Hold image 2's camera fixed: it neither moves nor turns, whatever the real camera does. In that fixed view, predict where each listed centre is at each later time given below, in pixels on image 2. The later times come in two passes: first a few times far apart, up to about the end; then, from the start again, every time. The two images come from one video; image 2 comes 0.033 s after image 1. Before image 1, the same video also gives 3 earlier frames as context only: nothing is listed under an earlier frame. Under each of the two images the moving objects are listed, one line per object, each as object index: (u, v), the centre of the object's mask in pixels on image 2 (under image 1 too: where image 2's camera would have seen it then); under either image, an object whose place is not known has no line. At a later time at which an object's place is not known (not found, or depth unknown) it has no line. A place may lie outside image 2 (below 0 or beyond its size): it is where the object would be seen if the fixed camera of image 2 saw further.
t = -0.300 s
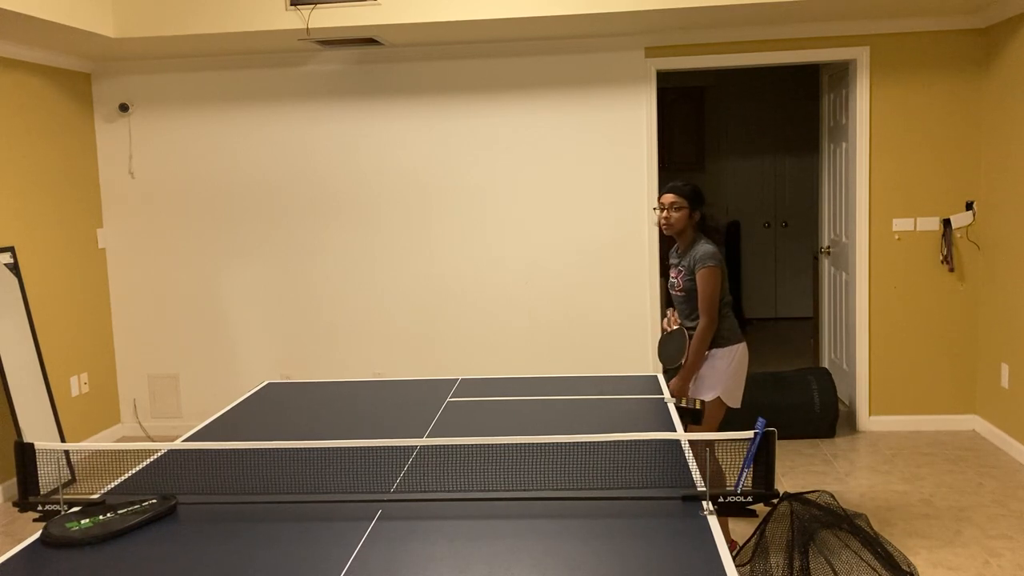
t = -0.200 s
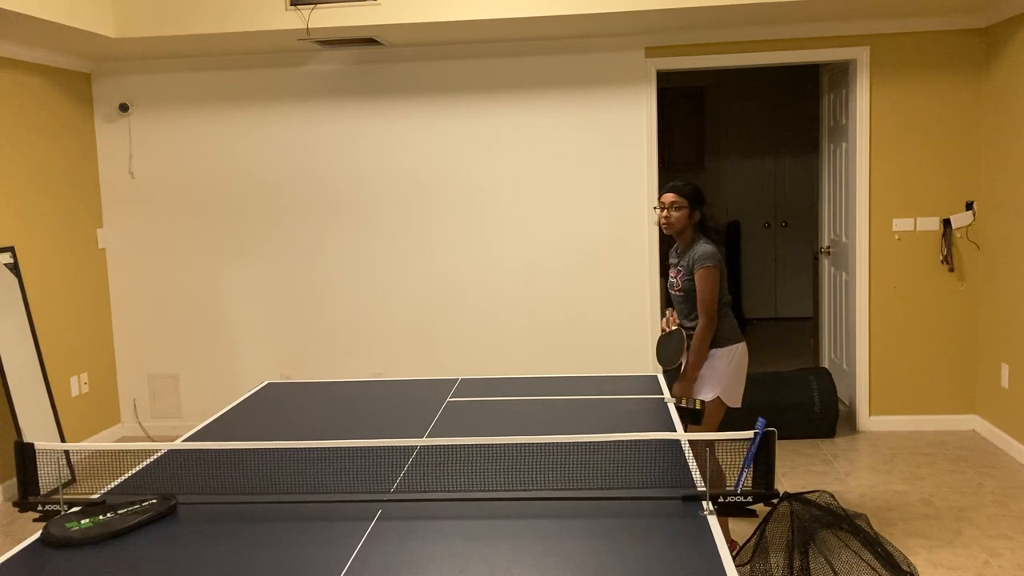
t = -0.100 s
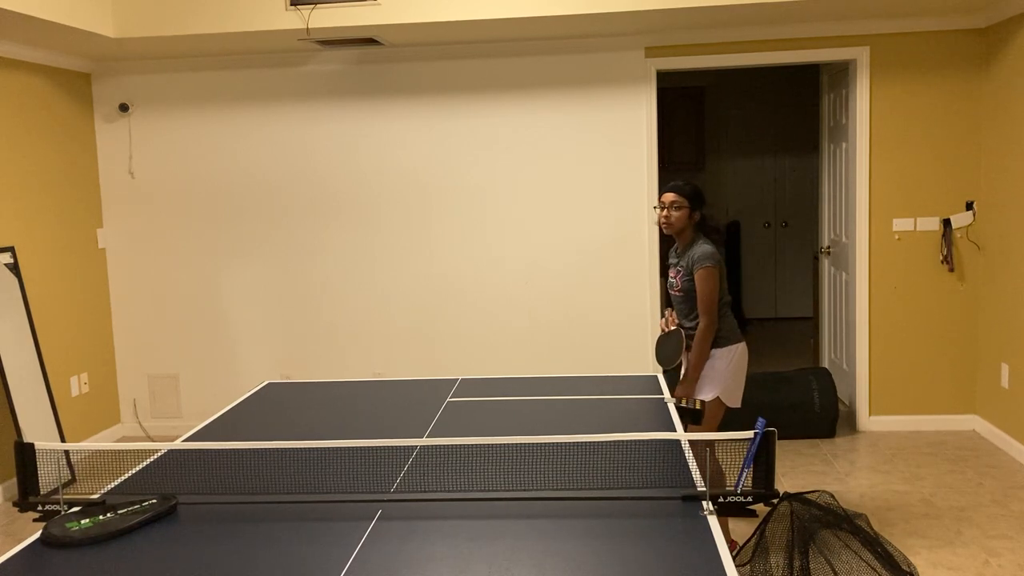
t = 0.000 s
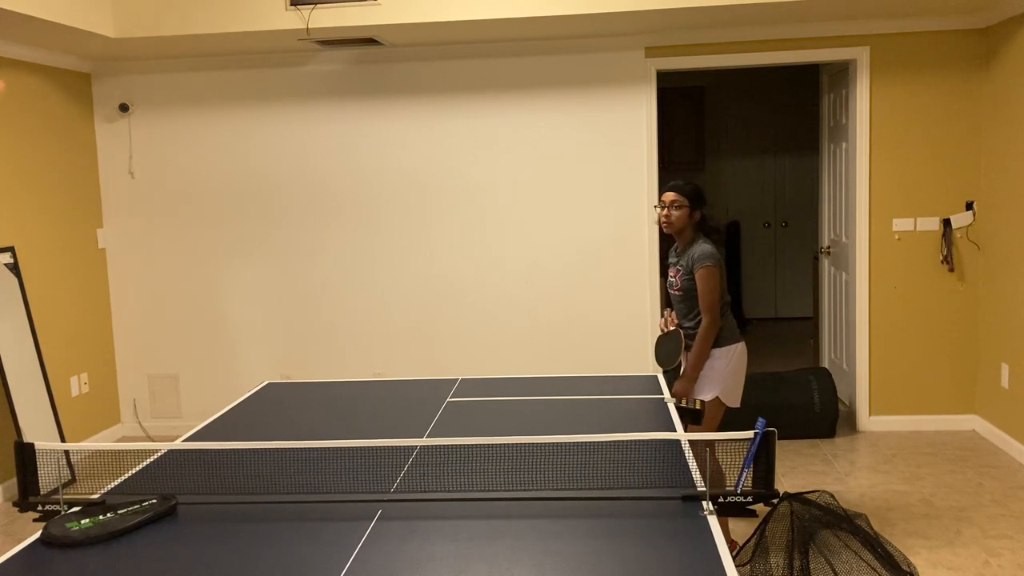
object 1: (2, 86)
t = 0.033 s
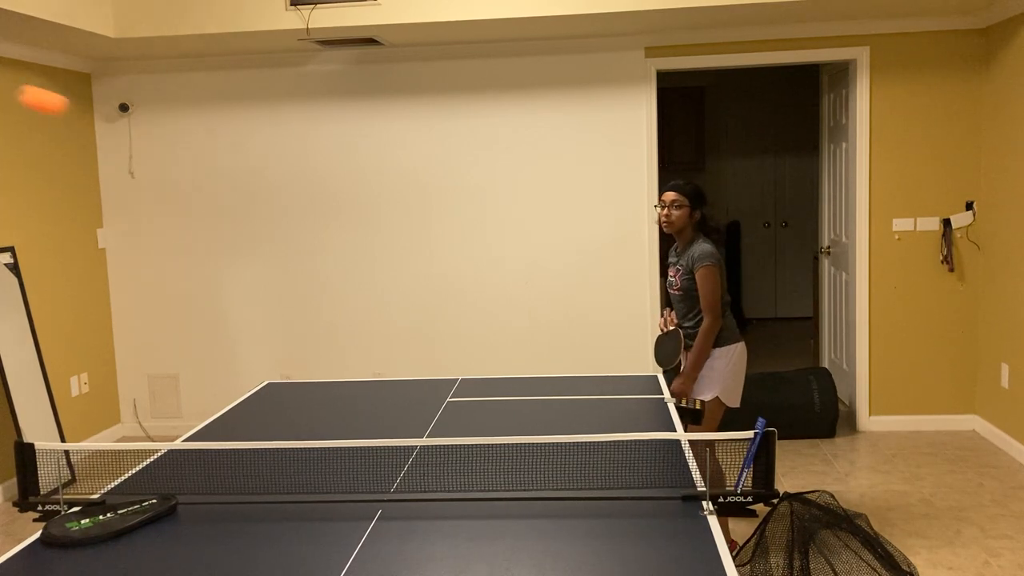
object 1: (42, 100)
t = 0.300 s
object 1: (350, 335)
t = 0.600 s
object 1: (473, 235)
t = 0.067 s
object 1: (100, 120)
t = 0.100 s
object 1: (151, 145)
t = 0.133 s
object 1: (195, 172)
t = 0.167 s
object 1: (234, 202)
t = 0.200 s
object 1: (268, 232)
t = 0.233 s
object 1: (299, 266)
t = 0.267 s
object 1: (326, 300)
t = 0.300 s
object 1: (350, 335)
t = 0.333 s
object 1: (371, 370)
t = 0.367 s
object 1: (390, 406)
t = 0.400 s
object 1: (406, 420)
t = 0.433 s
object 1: (418, 377)
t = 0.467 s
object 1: (430, 337)
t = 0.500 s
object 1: (441, 305)
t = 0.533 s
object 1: (452, 276)
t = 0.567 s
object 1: (462, 253)
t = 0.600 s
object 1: (473, 235)
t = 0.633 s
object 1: (483, 220)
